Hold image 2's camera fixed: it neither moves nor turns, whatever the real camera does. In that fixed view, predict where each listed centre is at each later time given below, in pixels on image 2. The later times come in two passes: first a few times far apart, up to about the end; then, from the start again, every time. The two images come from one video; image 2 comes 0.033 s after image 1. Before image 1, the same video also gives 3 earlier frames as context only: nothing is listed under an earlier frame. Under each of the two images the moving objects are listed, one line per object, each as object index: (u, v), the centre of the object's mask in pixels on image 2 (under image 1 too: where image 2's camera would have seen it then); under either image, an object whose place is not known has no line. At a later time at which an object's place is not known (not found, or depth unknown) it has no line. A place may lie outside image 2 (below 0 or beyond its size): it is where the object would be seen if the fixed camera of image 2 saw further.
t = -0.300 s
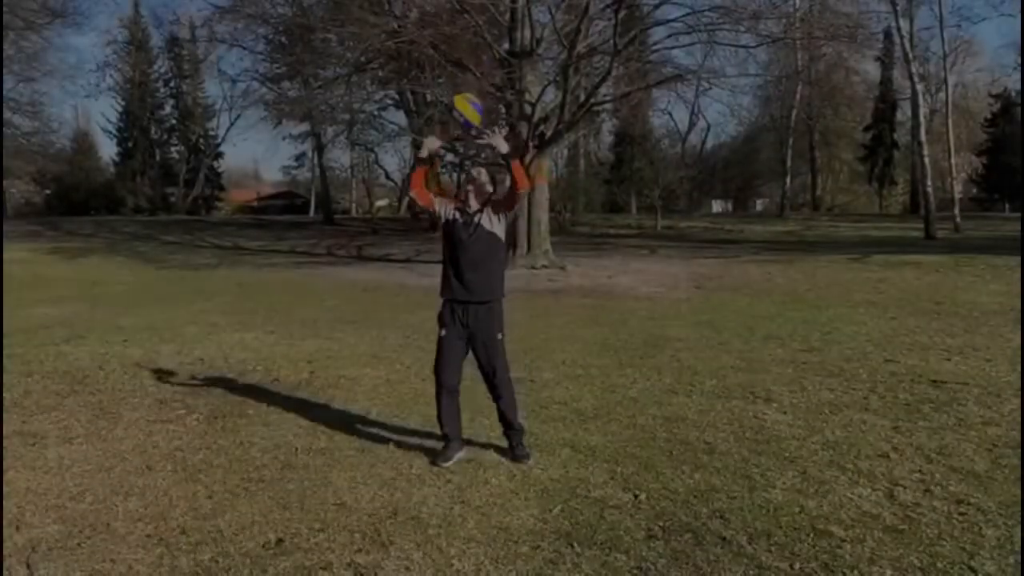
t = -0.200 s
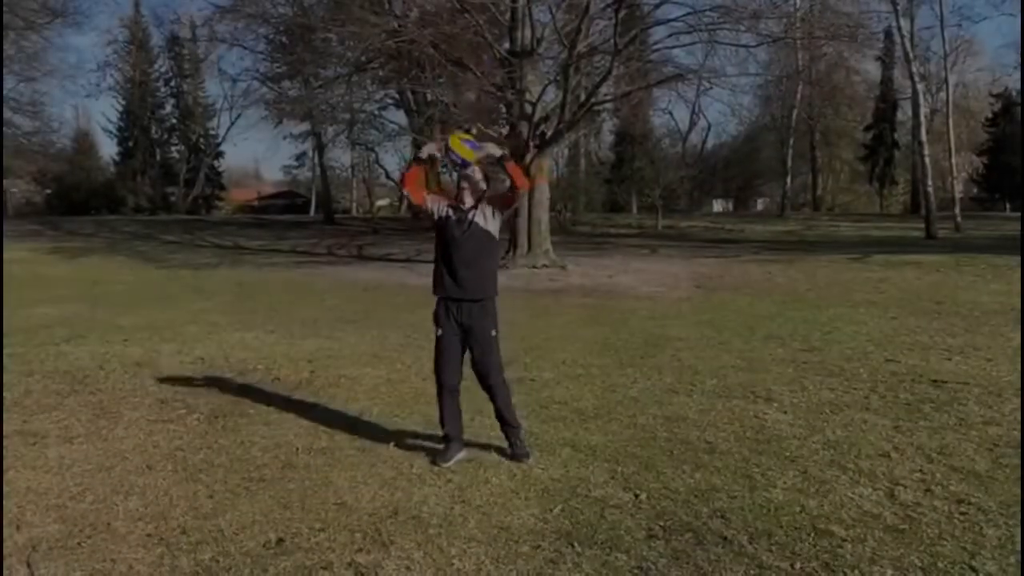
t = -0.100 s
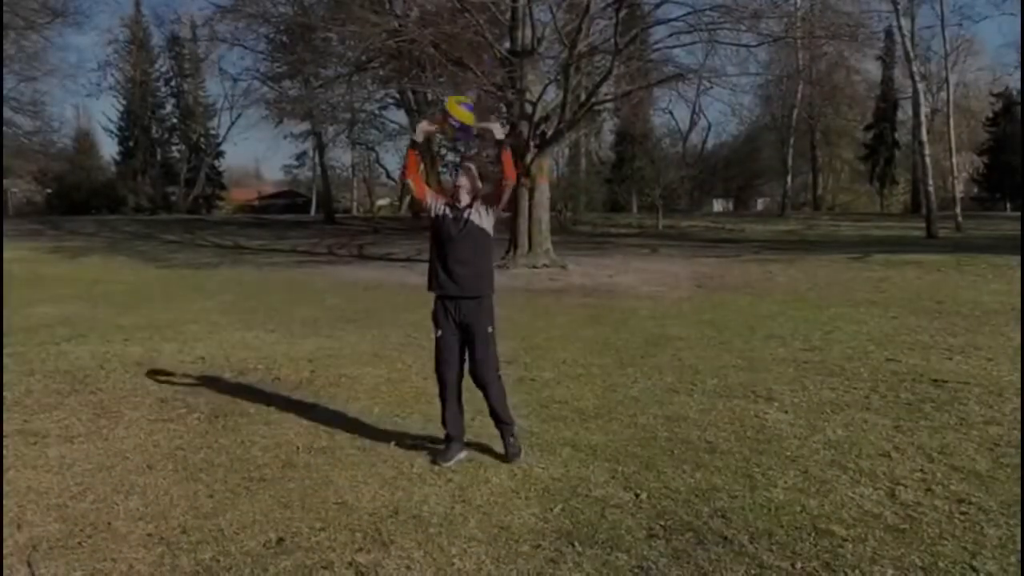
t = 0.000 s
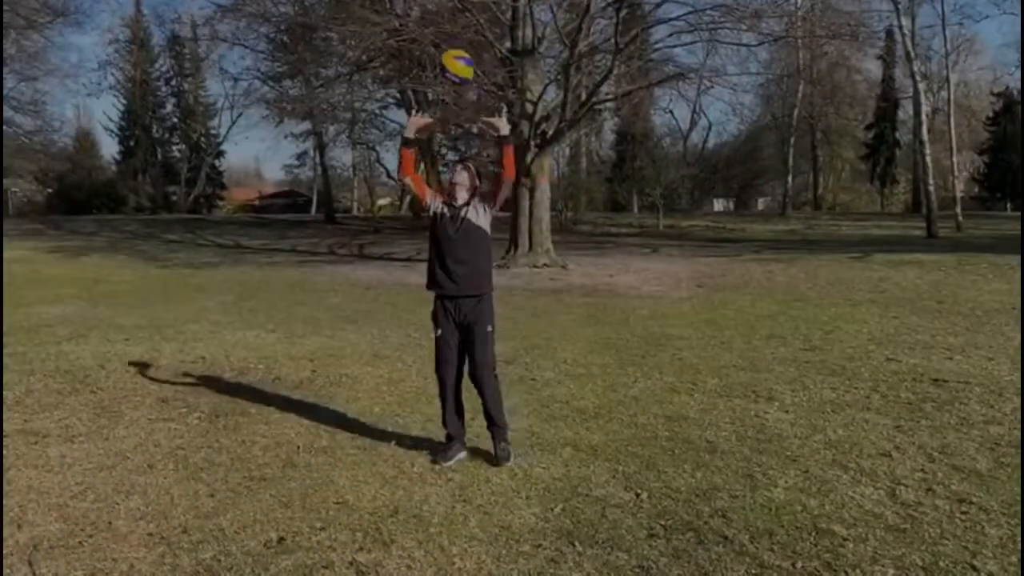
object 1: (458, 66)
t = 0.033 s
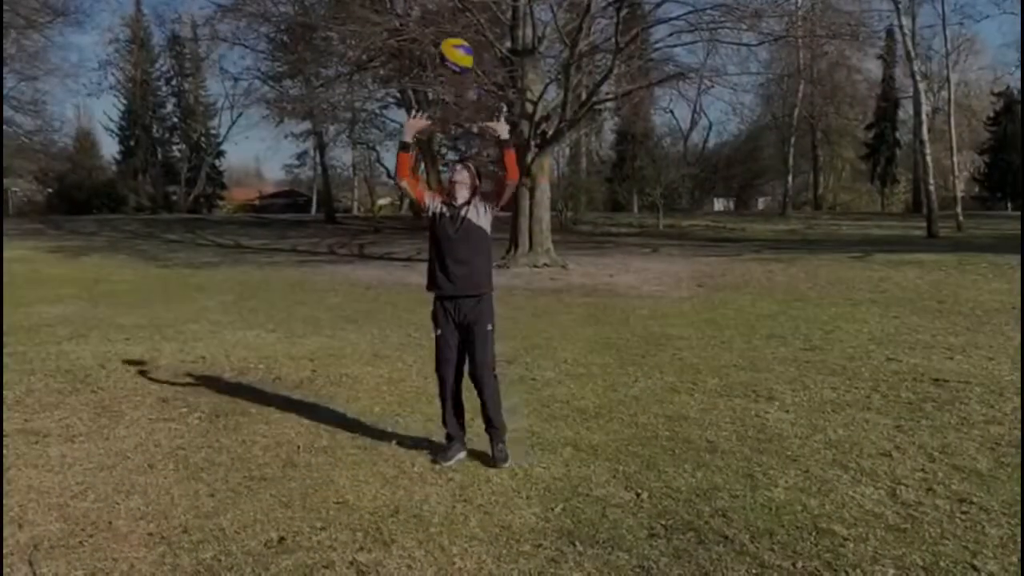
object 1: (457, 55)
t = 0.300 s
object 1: (450, 35)
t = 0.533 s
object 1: (445, 125)
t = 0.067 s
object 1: (456, 46)
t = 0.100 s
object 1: (454, 38)
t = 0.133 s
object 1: (454, 32)
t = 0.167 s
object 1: (453, 29)
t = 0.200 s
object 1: (452, 28)
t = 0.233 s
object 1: (452, 29)
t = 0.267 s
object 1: (452, 31)
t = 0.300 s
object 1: (450, 35)
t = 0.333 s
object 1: (449, 42)
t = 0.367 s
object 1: (449, 50)
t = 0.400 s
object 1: (448, 62)
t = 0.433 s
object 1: (447, 75)
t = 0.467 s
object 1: (447, 89)
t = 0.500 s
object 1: (446, 106)
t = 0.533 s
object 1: (445, 125)
